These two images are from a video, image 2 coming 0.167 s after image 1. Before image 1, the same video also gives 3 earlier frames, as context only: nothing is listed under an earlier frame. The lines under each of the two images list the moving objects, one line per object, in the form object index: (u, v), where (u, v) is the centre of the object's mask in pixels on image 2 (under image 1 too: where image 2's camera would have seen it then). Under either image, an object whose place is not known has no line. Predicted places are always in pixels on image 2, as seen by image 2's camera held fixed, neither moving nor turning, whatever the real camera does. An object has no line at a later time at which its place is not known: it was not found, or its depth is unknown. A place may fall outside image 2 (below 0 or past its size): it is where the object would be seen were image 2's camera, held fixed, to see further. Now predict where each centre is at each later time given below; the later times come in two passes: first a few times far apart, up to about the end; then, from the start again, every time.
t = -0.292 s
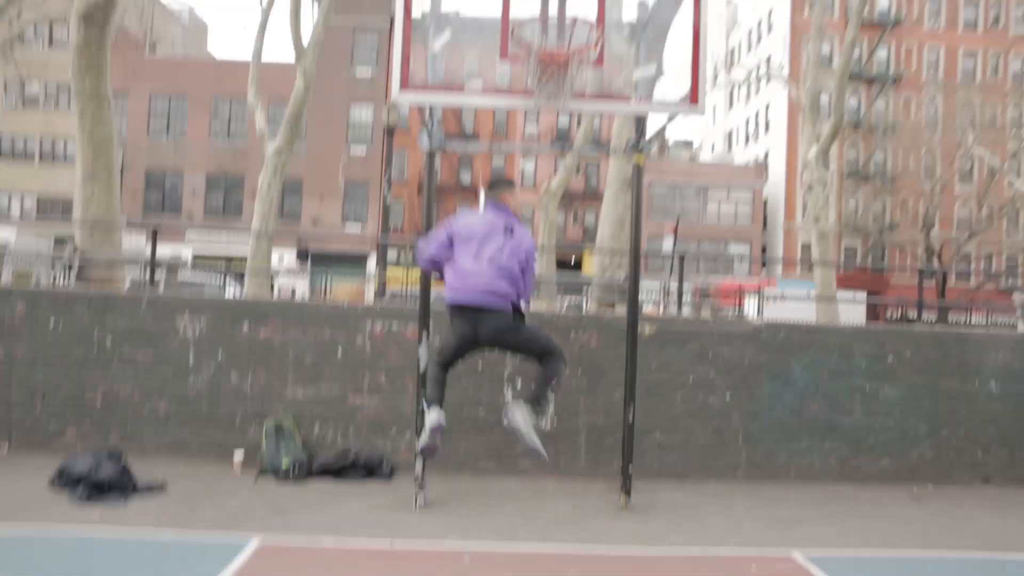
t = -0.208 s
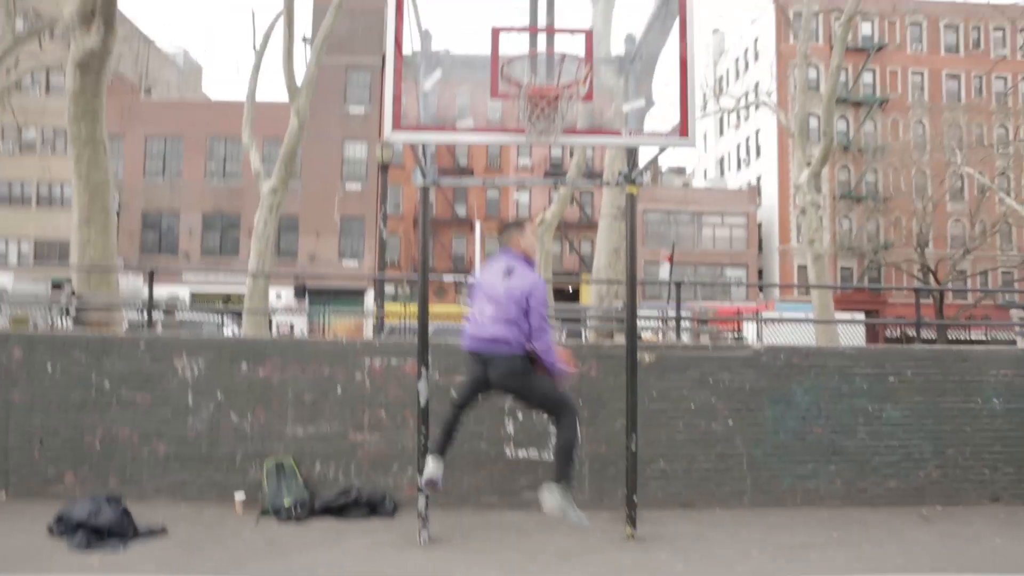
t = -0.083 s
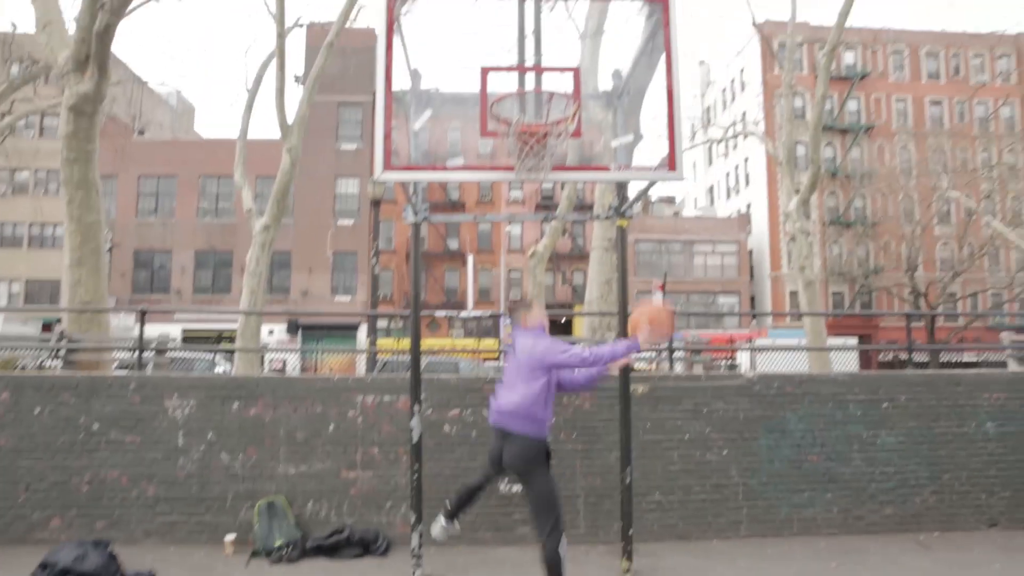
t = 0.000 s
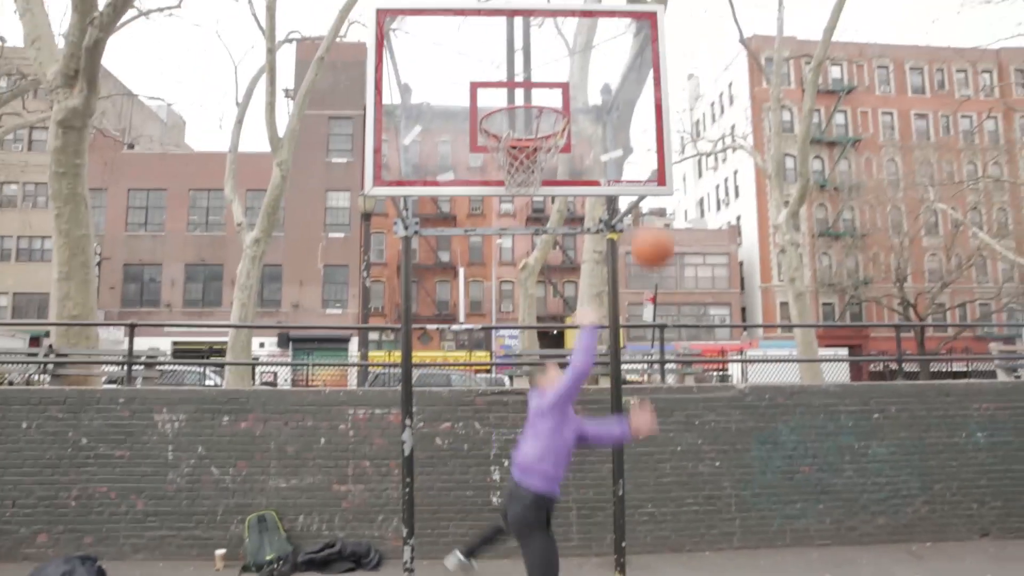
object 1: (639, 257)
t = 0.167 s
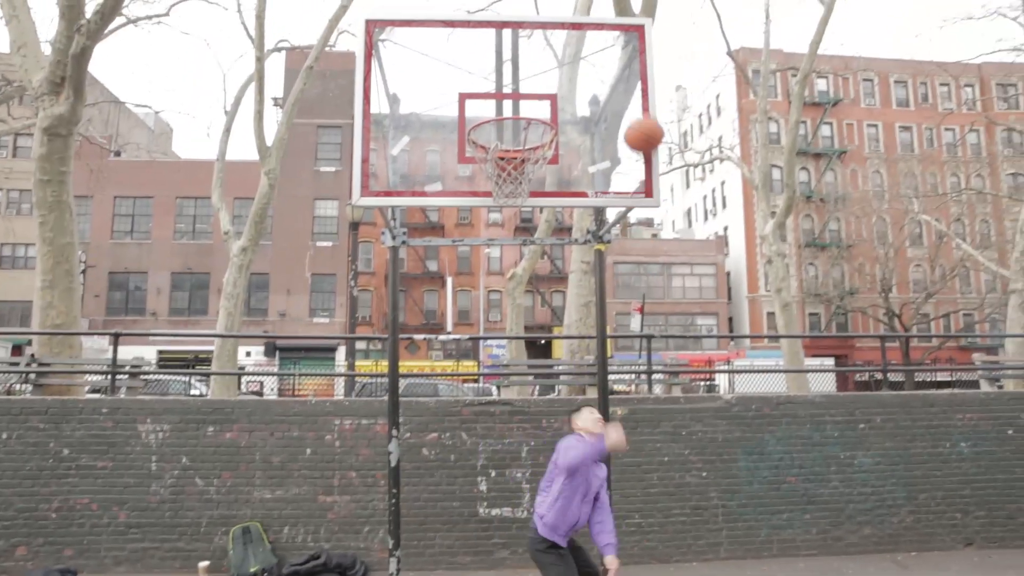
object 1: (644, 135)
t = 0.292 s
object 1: (628, 86)
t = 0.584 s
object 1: (569, 71)
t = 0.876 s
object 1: (501, 121)
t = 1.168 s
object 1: (525, 149)
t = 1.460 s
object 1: (503, 223)
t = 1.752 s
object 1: (483, 412)
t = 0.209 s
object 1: (643, 113)
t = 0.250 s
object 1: (635, 97)
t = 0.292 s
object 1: (628, 86)
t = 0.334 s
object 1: (620, 77)
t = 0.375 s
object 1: (612, 69)
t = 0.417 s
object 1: (604, 64)
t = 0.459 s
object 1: (595, 61)
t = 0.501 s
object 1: (586, 62)
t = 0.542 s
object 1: (578, 65)
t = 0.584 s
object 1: (569, 71)
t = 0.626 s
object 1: (561, 80)
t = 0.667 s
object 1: (552, 91)
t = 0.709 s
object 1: (542, 104)
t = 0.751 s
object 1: (532, 107)
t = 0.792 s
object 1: (520, 109)
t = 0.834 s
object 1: (510, 114)
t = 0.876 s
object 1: (501, 121)
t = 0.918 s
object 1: (490, 131)
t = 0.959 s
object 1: (497, 127)
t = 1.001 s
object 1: (504, 126)
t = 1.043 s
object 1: (513, 128)
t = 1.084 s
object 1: (520, 132)
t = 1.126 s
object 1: (525, 138)
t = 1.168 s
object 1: (525, 149)
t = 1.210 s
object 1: (525, 163)
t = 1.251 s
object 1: (522, 170)
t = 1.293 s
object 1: (518, 176)
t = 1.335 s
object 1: (512, 187)
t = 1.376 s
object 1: (509, 197)
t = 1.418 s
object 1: (506, 208)
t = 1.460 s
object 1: (503, 223)
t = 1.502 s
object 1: (501, 240)
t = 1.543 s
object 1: (498, 261)
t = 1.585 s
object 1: (495, 284)
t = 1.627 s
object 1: (492, 311)
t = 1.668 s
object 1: (489, 340)
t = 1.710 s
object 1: (486, 373)
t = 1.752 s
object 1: (483, 412)
